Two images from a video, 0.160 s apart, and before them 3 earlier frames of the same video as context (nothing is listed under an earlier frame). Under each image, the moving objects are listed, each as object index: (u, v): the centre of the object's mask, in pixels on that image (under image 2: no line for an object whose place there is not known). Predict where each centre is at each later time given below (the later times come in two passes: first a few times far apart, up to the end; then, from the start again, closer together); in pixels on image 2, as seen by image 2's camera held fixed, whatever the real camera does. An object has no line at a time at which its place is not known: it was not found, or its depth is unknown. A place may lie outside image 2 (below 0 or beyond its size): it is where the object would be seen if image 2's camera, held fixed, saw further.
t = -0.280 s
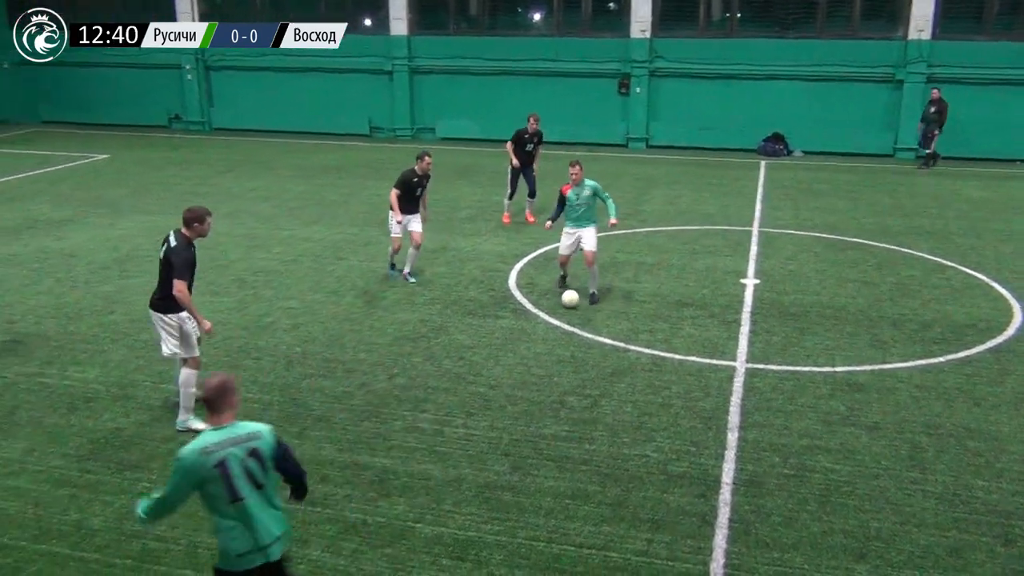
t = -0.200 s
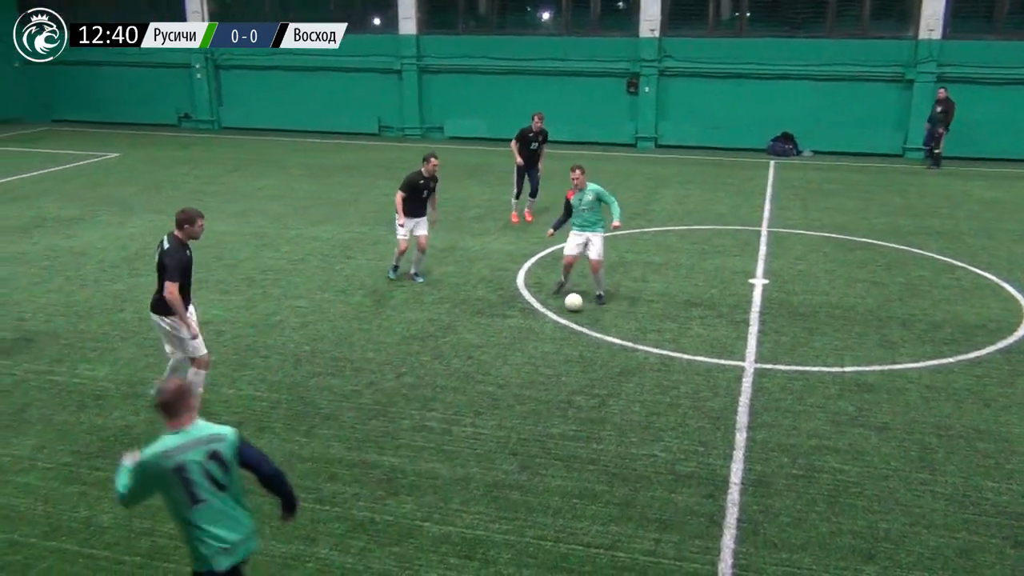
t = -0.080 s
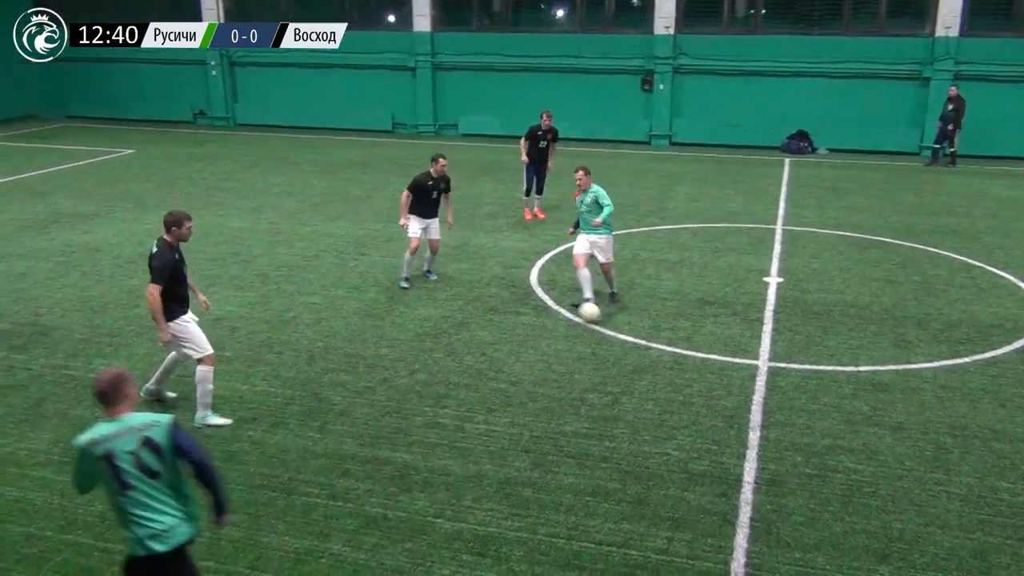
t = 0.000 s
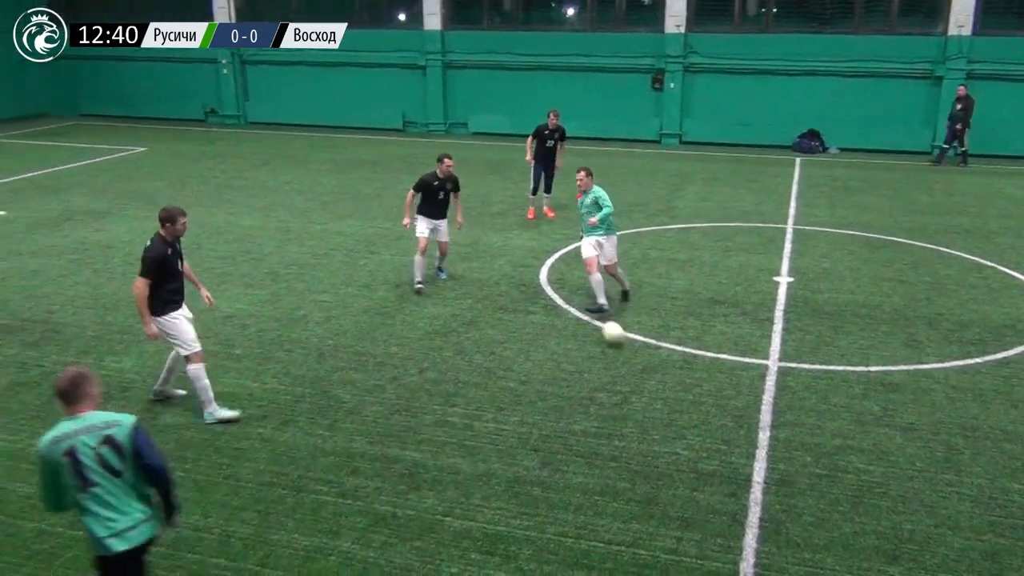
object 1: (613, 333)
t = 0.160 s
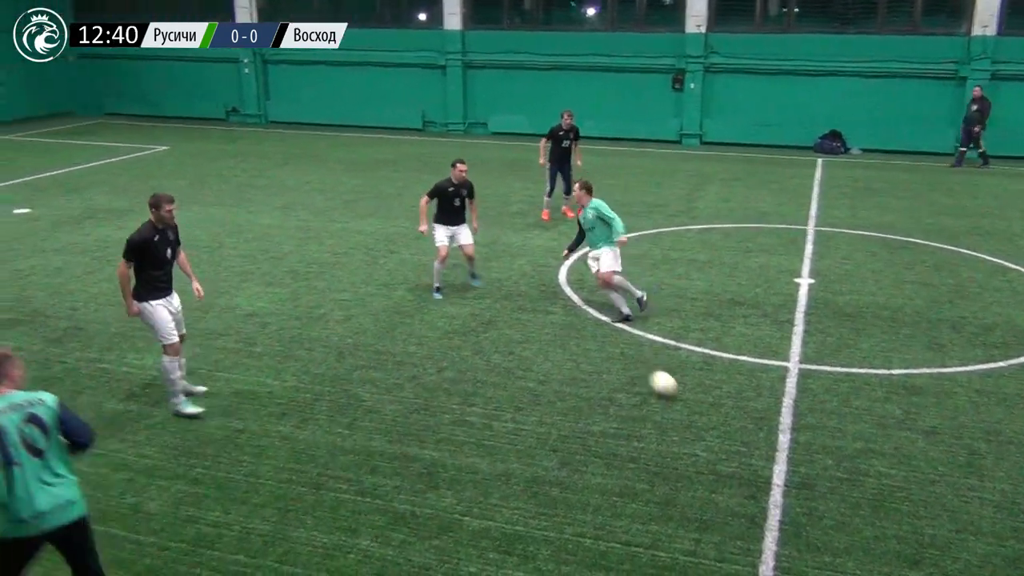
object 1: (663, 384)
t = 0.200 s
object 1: (671, 396)
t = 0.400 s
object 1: (716, 463)
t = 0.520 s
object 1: (746, 507)
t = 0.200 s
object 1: (671, 396)
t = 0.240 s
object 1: (679, 407)
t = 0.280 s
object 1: (689, 422)
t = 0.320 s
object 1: (698, 438)
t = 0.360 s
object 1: (707, 450)
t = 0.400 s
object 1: (716, 463)
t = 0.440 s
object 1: (726, 479)
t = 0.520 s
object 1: (746, 507)
